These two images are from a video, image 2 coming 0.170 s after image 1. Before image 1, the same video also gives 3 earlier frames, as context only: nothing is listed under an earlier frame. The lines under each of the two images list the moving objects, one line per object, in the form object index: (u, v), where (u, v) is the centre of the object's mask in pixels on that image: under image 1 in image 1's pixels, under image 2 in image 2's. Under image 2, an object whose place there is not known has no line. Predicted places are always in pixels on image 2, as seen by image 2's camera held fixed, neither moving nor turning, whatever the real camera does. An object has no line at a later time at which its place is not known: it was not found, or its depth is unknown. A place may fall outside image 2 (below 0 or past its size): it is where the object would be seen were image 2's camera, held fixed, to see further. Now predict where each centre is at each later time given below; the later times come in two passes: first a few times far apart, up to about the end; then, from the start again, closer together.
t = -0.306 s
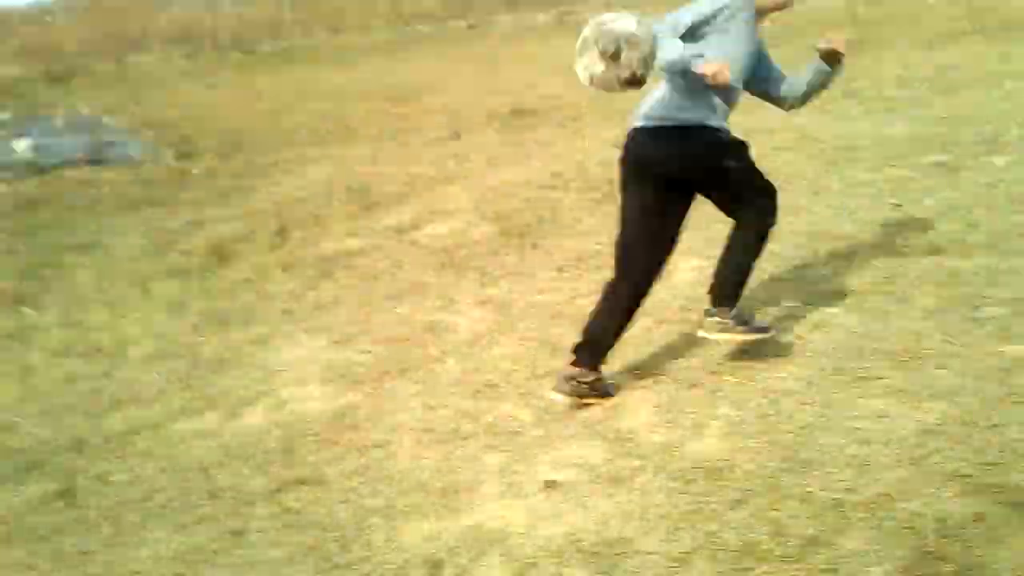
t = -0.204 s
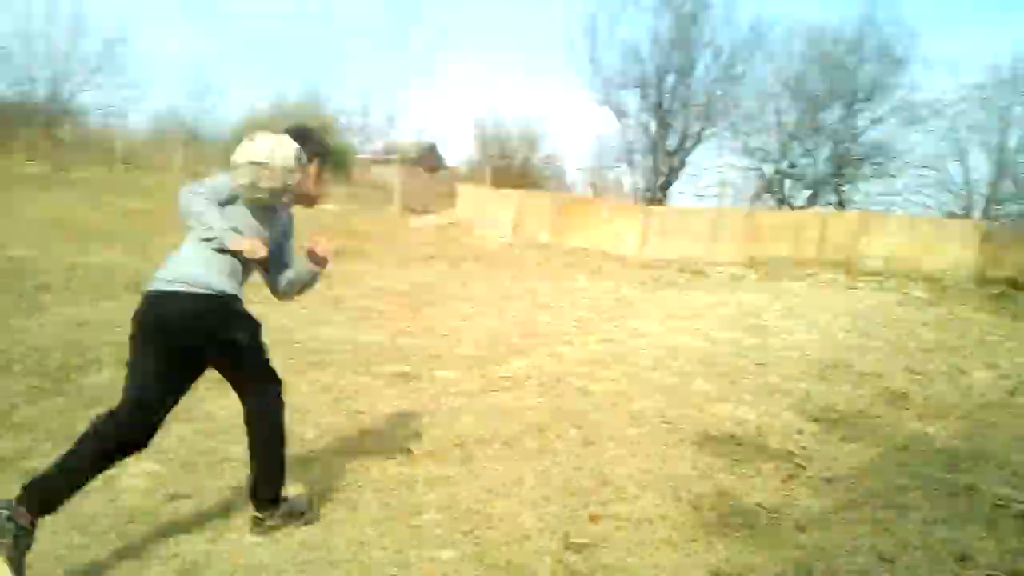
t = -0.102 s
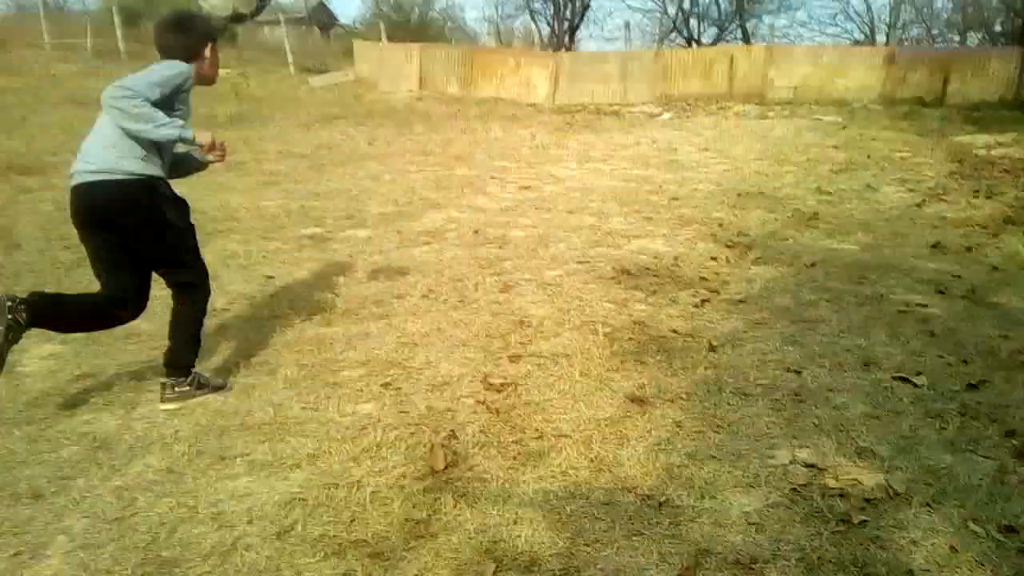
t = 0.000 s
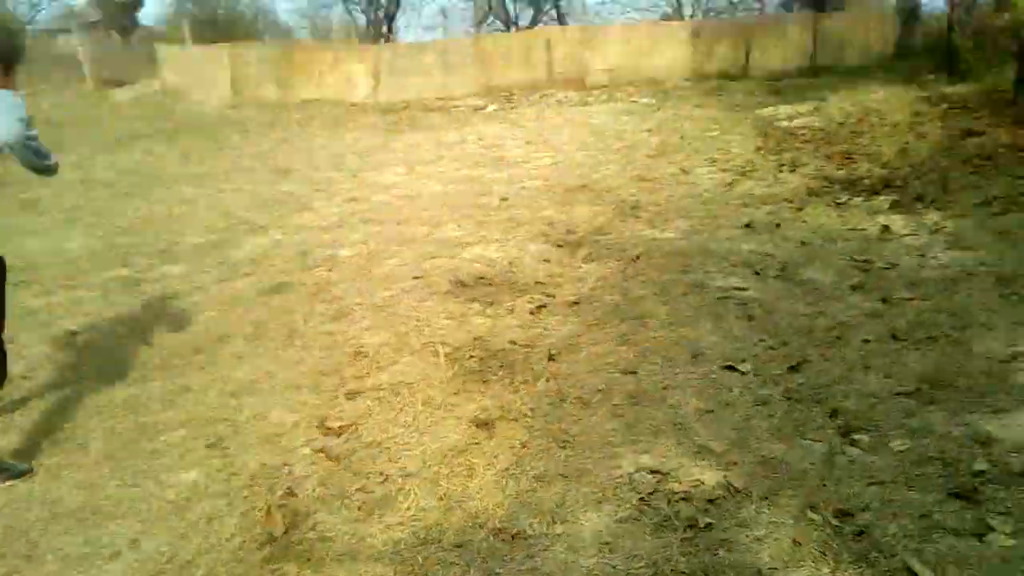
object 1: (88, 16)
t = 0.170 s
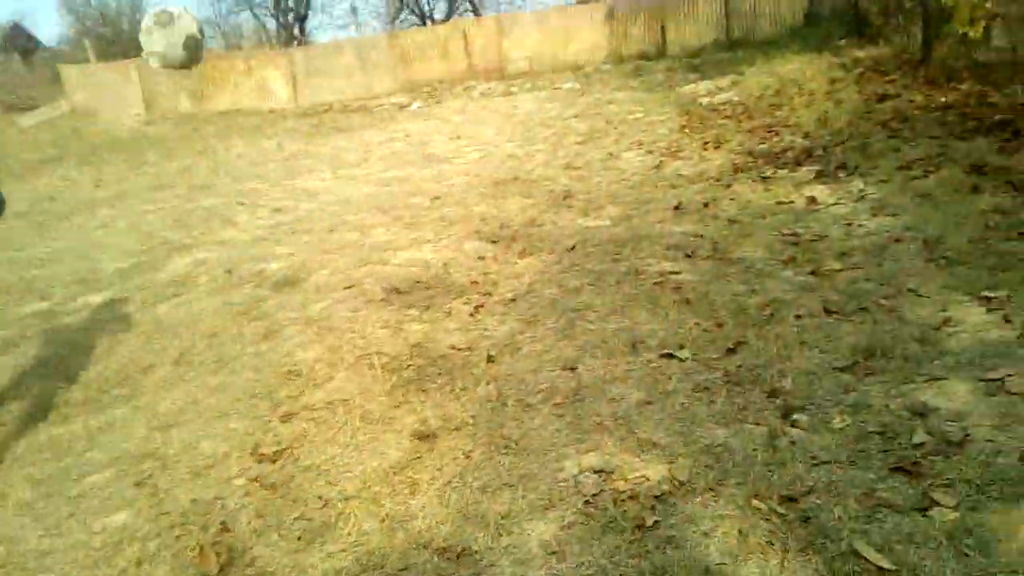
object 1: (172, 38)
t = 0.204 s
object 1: (204, 54)
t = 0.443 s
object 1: (393, 225)
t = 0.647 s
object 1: (467, 241)
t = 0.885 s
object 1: (518, 205)
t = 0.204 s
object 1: (204, 54)
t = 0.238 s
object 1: (231, 78)
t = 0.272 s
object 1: (264, 95)
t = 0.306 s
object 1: (292, 119)
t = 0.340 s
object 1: (320, 144)
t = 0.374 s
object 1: (346, 171)
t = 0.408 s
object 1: (370, 199)
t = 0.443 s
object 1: (393, 225)
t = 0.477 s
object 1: (415, 252)
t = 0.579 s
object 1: (454, 273)
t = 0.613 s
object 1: (458, 258)
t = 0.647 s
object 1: (467, 241)
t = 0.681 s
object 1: (475, 230)
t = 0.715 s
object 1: (482, 220)
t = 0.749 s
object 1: (490, 212)
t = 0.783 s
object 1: (497, 206)
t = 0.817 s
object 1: (503, 204)
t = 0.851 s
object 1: (510, 204)
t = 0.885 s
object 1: (518, 205)
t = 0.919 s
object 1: (525, 208)
